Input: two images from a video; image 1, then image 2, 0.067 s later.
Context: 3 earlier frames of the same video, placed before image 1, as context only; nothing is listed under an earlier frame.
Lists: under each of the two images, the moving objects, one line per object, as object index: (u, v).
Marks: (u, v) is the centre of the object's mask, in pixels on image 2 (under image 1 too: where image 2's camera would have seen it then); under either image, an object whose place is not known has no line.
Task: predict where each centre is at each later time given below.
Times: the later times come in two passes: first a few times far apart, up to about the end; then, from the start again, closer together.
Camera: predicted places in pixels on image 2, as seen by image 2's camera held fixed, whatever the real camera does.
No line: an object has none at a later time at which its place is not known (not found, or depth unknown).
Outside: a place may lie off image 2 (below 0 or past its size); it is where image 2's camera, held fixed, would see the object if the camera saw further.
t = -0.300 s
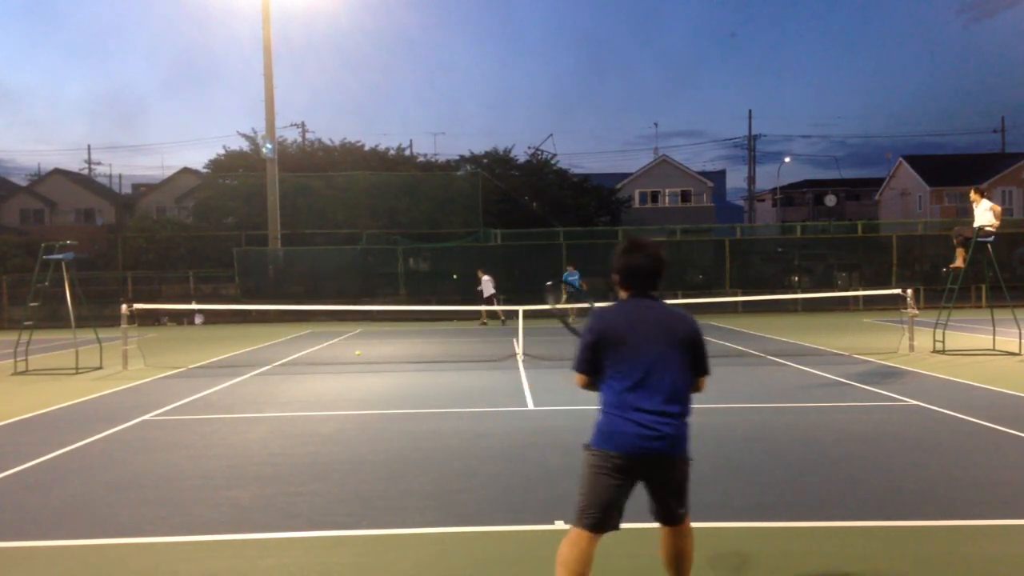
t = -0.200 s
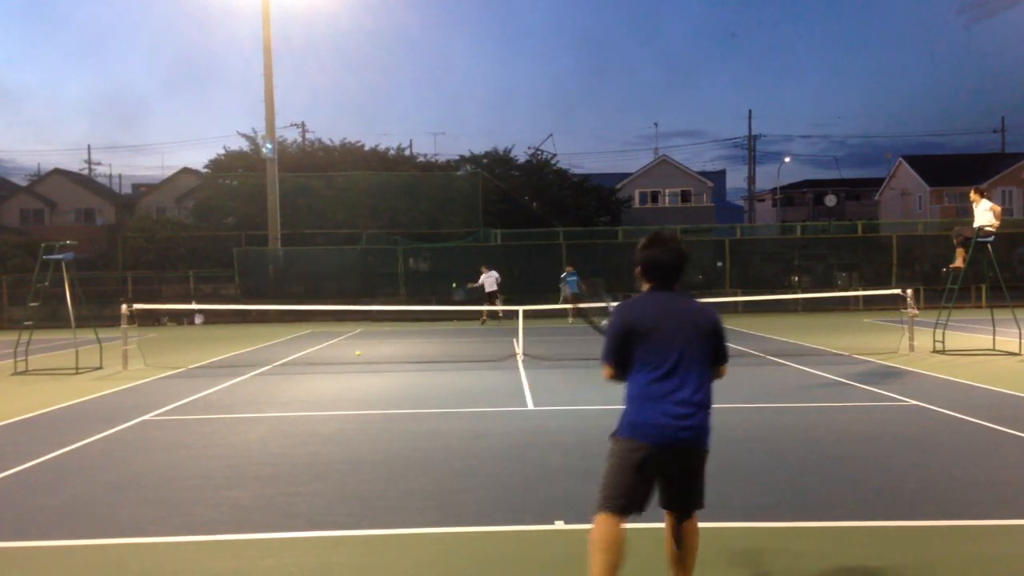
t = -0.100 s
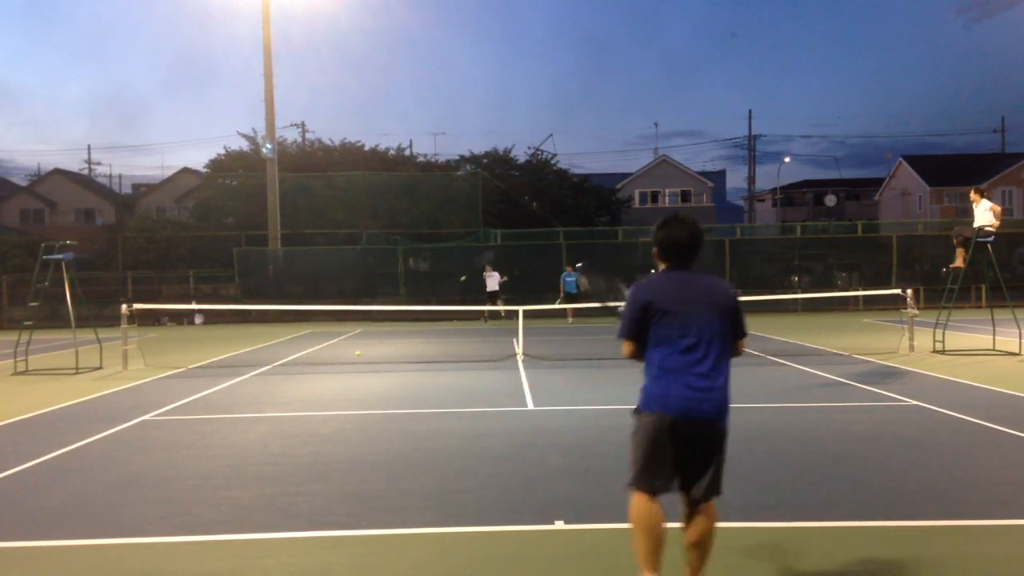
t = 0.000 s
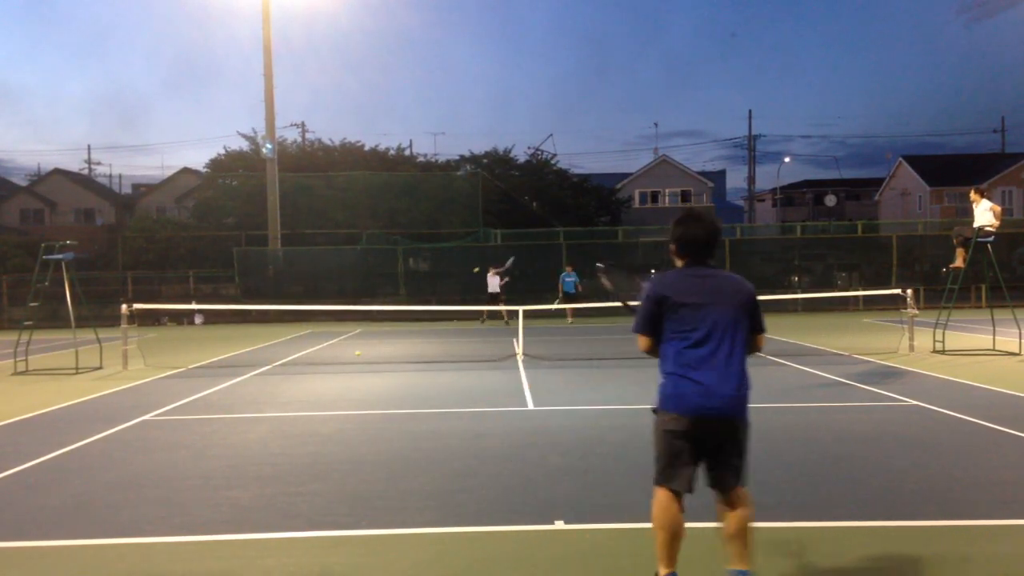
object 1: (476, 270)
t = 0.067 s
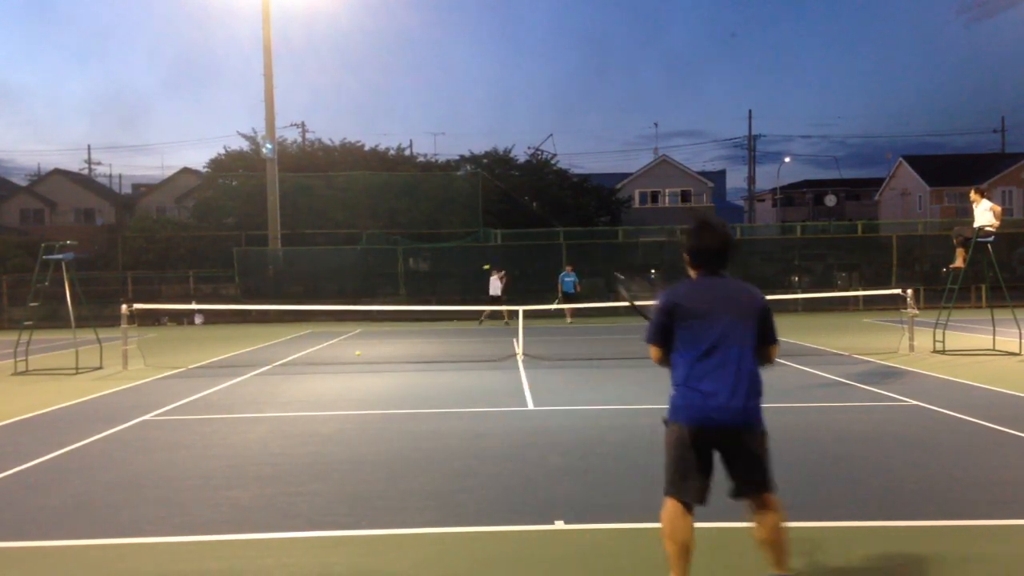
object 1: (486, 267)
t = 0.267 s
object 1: (523, 277)
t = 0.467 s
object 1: (577, 328)
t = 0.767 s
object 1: (689, 339)
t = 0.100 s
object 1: (491, 266)
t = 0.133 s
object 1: (497, 267)
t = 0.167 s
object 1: (503, 268)
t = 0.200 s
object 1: (509, 270)
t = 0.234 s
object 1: (516, 273)
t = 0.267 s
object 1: (523, 277)
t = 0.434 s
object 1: (567, 316)
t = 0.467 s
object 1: (577, 328)
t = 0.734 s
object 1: (676, 348)
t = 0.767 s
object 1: (689, 339)
